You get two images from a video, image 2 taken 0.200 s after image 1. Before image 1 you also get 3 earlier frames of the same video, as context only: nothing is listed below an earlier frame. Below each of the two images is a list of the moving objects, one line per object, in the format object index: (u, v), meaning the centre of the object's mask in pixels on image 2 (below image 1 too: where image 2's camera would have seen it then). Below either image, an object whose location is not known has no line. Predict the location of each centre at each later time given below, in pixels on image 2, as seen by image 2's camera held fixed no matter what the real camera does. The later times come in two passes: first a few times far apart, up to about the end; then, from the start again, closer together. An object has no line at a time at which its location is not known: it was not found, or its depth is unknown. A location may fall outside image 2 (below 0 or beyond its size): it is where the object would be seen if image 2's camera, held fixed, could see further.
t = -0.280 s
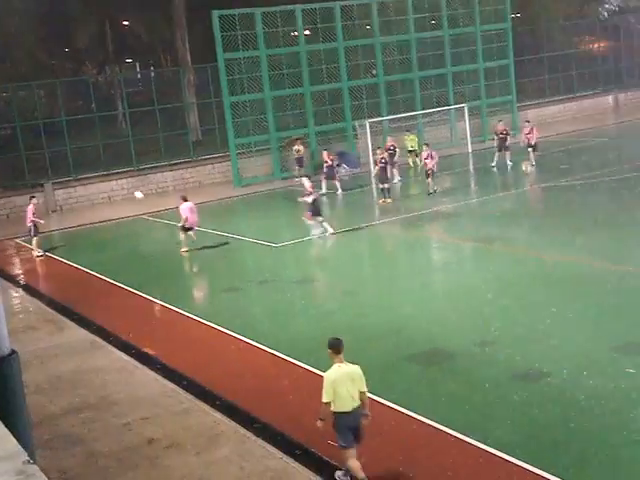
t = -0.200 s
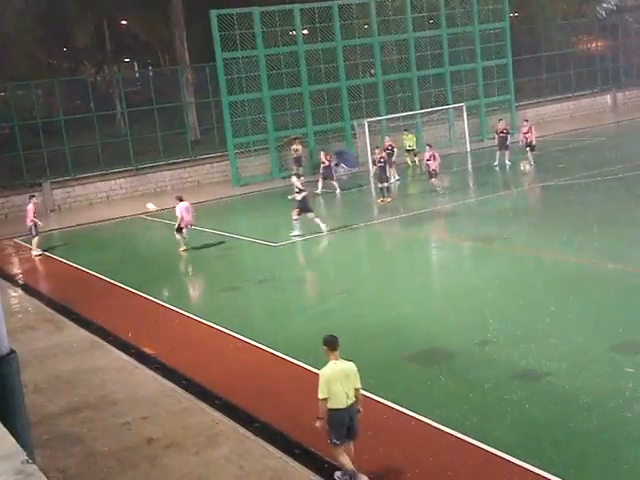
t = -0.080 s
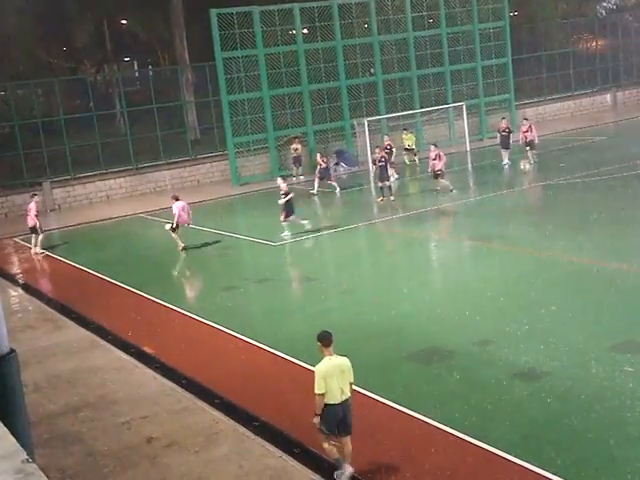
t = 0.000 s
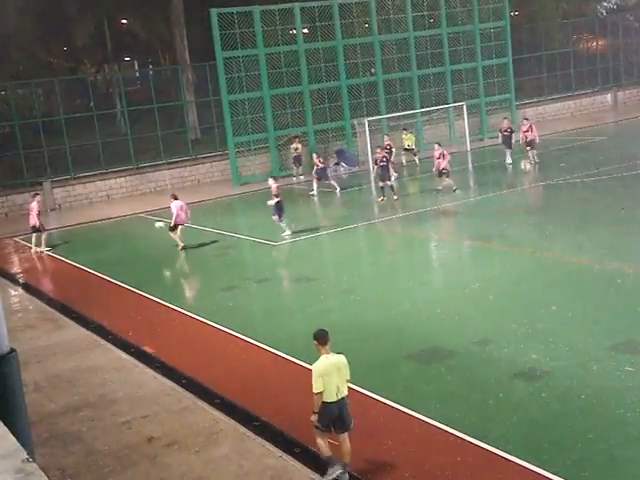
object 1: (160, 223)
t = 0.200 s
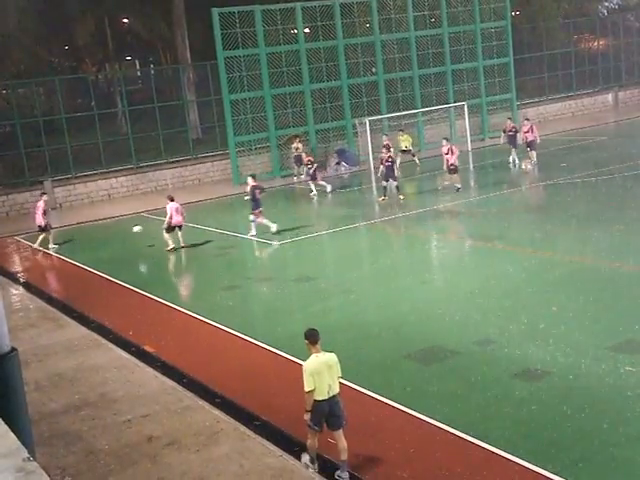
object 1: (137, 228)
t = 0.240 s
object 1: (132, 231)
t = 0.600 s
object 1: (102, 236)
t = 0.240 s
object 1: (132, 231)
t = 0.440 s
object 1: (114, 243)
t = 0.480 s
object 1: (110, 239)
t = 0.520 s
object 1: (108, 237)
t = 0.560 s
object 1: (105, 236)
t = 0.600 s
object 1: (102, 236)
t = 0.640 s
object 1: (99, 235)
